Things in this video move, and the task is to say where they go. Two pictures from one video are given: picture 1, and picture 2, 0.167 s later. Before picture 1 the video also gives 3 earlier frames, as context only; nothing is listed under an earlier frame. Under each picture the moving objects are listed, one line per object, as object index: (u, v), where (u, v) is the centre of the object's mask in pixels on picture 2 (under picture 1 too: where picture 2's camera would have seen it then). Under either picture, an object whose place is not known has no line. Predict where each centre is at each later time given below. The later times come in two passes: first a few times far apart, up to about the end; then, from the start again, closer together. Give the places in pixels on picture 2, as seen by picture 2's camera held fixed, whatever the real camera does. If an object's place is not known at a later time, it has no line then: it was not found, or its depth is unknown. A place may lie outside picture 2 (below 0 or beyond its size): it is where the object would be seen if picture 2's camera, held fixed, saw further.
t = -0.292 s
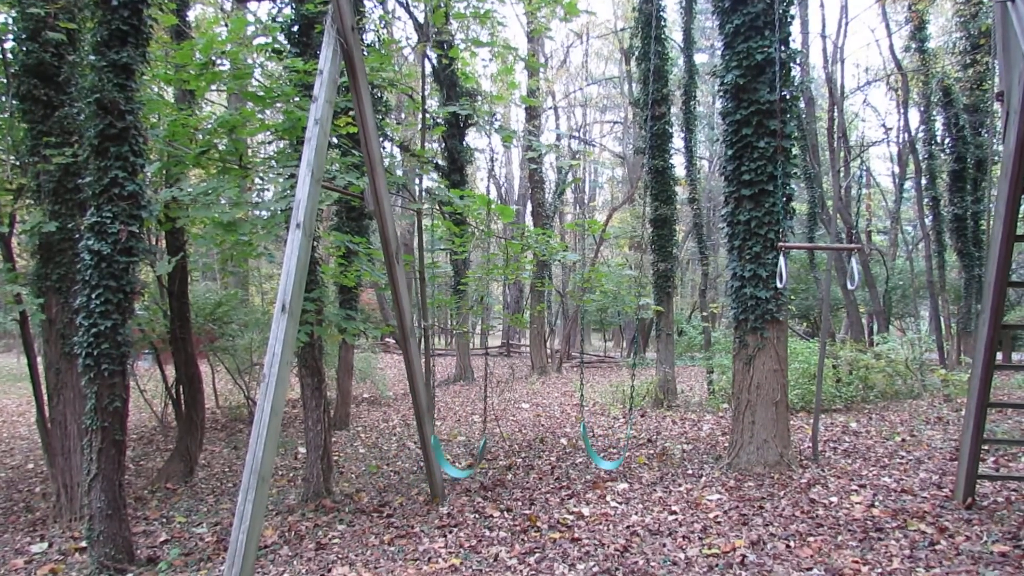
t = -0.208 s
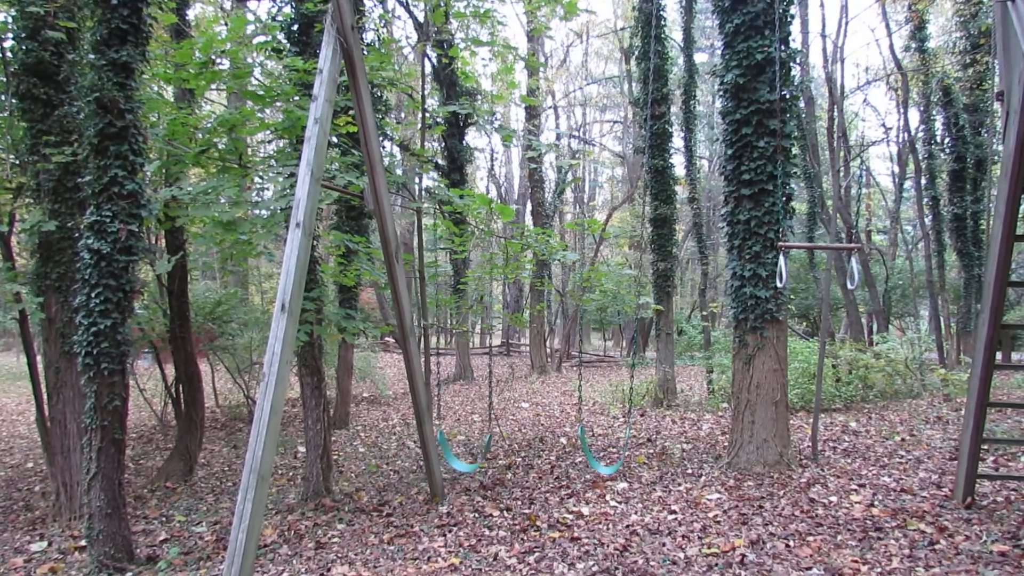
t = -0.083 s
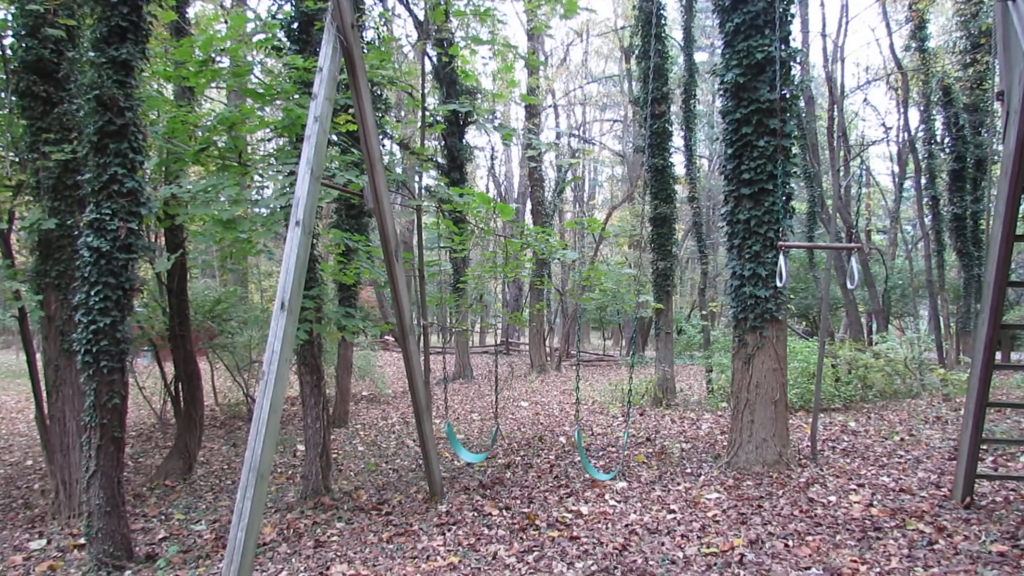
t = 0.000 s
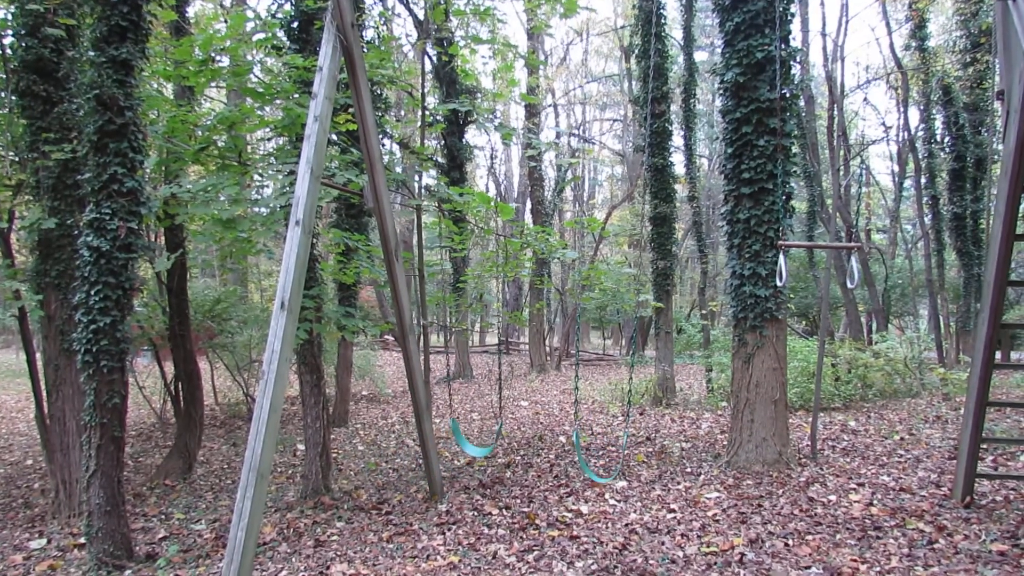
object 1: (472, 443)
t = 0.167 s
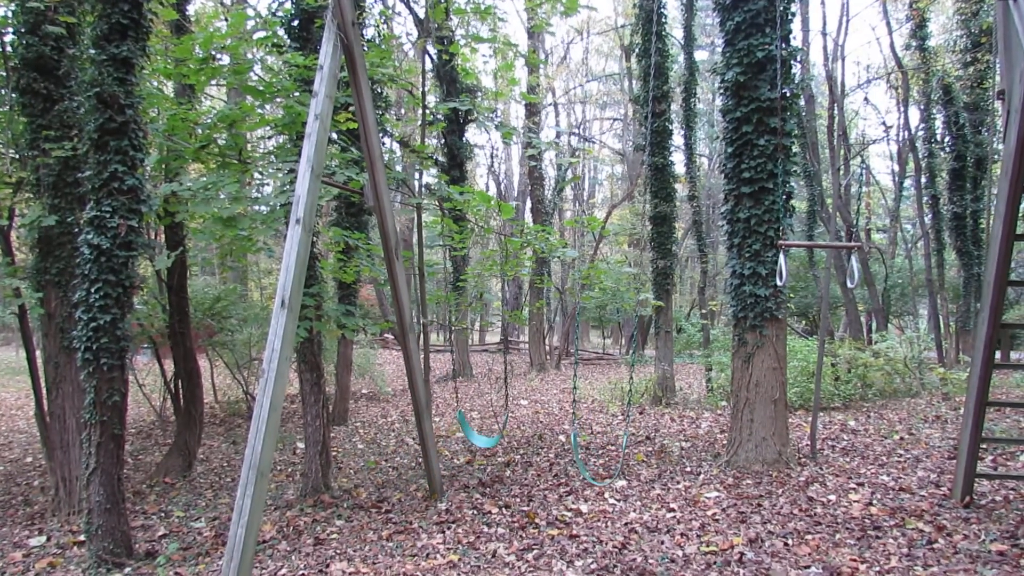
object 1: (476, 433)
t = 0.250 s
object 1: (481, 431)
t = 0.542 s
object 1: (480, 433)
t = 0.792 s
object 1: (468, 444)
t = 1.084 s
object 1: (450, 465)
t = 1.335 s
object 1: (426, 473)
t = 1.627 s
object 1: (404, 482)
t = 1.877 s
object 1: (391, 480)
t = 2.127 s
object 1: (399, 483)
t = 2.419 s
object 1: (420, 477)
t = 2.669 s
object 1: (442, 466)
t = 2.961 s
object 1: (464, 450)
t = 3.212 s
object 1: (476, 438)
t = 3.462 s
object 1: (480, 433)
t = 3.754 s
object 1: (474, 438)
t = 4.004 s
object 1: (456, 450)
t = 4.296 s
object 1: (436, 468)
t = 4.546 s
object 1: (414, 477)
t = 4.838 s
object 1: (400, 482)
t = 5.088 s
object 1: (400, 483)
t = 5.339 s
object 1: (410, 482)
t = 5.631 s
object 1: (432, 473)
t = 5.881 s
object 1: (452, 460)
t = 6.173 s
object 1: (470, 443)
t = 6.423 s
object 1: (476, 435)
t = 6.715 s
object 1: (474, 436)
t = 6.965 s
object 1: (465, 445)
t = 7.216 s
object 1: (449, 458)
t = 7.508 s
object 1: (426, 471)
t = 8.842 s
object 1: (442, 464)
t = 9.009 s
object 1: (456, 459)
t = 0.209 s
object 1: (480, 432)
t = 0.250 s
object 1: (481, 431)
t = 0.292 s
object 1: (481, 430)
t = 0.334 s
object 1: (482, 430)
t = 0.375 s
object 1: (481, 430)
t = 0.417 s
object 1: (481, 430)
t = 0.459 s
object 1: (482, 430)
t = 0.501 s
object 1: (480, 431)
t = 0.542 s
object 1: (480, 433)
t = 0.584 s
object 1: (478, 434)
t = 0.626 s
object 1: (479, 436)
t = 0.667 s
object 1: (476, 438)
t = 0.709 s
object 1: (475, 440)
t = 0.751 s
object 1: (473, 444)
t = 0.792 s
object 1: (468, 444)
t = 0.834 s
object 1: (467, 448)
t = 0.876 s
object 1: (465, 452)
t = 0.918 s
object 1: (462, 453)
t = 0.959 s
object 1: (455, 453)
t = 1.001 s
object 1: (455, 457)
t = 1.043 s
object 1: (452, 461)
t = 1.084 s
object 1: (450, 465)
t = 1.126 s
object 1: (444, 465)
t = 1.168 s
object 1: (439, 465)
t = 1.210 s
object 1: (437, 469)
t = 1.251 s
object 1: (432, 470)
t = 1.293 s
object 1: (428, 471)
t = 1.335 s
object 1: (426, 473)
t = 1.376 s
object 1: (421, 474)
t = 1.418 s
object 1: (418, 476)
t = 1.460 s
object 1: (416, 479)
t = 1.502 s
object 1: (412, 479)
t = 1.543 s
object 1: (409, 479)
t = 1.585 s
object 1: (407, 482)
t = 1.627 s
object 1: (404, 482)
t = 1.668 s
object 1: (400, 480)
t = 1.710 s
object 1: (400, 483)
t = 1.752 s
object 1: (395, 480)
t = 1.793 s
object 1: (394, 480)
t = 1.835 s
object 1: (394, 481)
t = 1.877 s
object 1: (391, 480)
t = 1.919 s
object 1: (397, 486)
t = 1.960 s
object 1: (395, 484)
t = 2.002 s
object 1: (397, 485)
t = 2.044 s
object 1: (397, 485)
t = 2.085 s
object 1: (395, 480)
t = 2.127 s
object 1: (399, 483)
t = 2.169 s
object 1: (399, 481)
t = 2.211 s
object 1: (404, 484)
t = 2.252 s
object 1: (406, 481)
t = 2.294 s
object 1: (408, 478)
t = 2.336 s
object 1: (412, 480)
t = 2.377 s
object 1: (416, 478)
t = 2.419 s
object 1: (420, 477)
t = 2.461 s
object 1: (423, 476)
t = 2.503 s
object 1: (427, 474)
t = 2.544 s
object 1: (432, 474)
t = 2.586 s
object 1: (434, 470)
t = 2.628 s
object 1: (439, 467)
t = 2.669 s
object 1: (442, 466)
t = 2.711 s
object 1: (446, 464)
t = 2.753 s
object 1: (449, 461)
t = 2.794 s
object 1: (454, 461)
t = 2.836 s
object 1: (455, 457)
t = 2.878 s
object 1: (459, 455)
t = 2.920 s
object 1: (461, 453)
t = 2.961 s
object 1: (464, 450)
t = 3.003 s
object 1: (466, 447)
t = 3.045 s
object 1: (469, 447)
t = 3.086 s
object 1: (470, 444)
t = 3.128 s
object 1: (472, 441)
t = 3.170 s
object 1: (474, 439)
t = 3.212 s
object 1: (476, 438)
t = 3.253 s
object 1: (477, 437)
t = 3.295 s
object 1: (477, 435)
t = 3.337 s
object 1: (478, 433)
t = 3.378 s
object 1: (480, 434)
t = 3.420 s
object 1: (480, 433)
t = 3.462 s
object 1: (480, 433)
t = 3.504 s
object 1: (479, 432)
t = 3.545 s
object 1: (479, 432)
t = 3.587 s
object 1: (478, 432)
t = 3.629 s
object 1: (478, 433)
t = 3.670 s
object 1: (477, 434)
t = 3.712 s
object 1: (475, 435)
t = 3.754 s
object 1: (474, 438)
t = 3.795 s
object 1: (473, 439)
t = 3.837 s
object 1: (470, 441)
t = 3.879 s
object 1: (467, 443)
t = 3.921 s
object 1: (466, 446)
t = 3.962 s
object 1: (460, 448)
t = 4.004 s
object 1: (456, 450)
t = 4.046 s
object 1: (454, 453)
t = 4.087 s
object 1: (455, 458)
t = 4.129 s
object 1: (450, 460)
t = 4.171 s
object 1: (447, 462)
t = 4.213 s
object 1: (442, 464)
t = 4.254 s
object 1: (439, 465)
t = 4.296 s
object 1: (436, 468)
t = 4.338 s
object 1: (431, 470)
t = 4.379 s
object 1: (429, 473)
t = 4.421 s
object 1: (423, 470)
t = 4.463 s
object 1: (422, 477)
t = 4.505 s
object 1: (416, 474)
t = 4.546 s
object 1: (414, 477)
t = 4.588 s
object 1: (414, 481)
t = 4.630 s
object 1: (408, 477)
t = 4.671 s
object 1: (408, 481)
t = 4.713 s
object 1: (403, 478)
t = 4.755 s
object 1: (402, 479)
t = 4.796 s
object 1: (402, 483)
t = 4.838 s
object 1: (400, 482)
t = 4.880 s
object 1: (401, 483)
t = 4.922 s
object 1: (399, 483)
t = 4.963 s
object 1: (397, 480)
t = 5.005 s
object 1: (398, 481)
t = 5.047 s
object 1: (400, 483)
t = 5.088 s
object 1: (400, 483)
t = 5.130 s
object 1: (401, 483)
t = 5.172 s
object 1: (402, 483)
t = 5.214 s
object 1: (404, 483)
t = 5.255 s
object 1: (406, 483)
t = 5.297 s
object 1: (408, 483)
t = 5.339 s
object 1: (410, 482)
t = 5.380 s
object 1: (411, 480)
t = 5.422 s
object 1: (414, 478)
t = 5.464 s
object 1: (419, 479)
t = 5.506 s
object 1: (423, 480)
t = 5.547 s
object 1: (424, 476)
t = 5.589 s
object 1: (429, 476)
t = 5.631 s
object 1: (432, 473)
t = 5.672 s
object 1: (434, 471)
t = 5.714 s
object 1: (438, 469)
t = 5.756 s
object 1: (442, 467)
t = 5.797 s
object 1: (445, 465)
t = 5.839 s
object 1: (449, 462)
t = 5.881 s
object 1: (452, 460)
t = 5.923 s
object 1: (455, 457)
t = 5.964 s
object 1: (459, 455)
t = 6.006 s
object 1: (462, 453)
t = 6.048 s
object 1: (461, 449)
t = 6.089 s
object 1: (466, 447)
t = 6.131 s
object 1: (467, 444)
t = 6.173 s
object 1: (470, 443)
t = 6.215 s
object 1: (472, 441)
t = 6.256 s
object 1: (473, 438)
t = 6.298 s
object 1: (473, 437)
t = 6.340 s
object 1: (472, 435)
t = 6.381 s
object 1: (473, 434)
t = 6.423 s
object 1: (476, 435)
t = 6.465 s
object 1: (477, 434)
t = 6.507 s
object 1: (474, 433)
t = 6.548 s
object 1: (473, 433)
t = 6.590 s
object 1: (473, 433)
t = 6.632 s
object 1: (472, 433)
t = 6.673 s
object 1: (474, 434)
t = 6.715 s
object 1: (474, 436)
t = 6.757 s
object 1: (472, 436)
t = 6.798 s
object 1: (472, 437)
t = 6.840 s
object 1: (470, 439)
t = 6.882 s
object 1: (468, 441)
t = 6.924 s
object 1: (467, 442)
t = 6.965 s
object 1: (465, 445)
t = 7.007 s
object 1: (462, 447)
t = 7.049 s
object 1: (461, 450)
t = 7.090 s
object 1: (458, 452)
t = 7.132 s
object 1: (456, 454)
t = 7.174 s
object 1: (452, 456)
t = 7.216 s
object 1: (449, 458)
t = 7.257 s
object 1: (448, 462)
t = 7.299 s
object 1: (444, 463)
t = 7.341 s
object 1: (438, 463)
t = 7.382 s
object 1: (438, 467)
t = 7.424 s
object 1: (433, 469)
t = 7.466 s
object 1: (428, 469)
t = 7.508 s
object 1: (426, 471)
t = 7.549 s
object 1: (422, 473)
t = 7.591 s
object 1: (422, 478)
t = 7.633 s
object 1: (417, 476)
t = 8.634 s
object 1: (429, 476)
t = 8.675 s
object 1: (431, 474)
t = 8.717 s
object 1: (434, 471)
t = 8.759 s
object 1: (440, 472)
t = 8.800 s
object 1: (441, 469)
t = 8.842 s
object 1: (442, 464)
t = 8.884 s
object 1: (448, 466)
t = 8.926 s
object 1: (451, 465)
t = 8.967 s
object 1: (454, 463)
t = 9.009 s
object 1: (456, 459)
